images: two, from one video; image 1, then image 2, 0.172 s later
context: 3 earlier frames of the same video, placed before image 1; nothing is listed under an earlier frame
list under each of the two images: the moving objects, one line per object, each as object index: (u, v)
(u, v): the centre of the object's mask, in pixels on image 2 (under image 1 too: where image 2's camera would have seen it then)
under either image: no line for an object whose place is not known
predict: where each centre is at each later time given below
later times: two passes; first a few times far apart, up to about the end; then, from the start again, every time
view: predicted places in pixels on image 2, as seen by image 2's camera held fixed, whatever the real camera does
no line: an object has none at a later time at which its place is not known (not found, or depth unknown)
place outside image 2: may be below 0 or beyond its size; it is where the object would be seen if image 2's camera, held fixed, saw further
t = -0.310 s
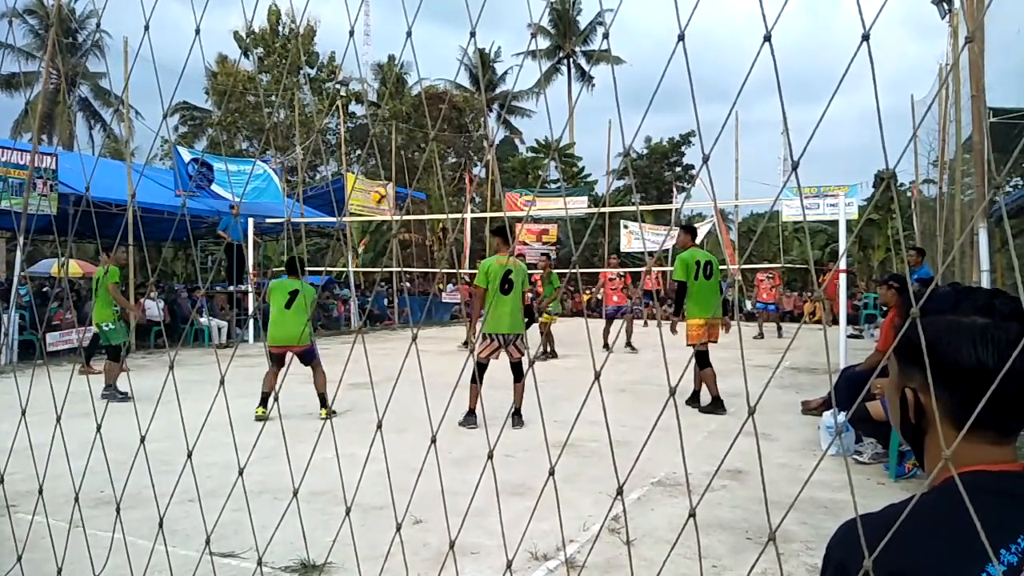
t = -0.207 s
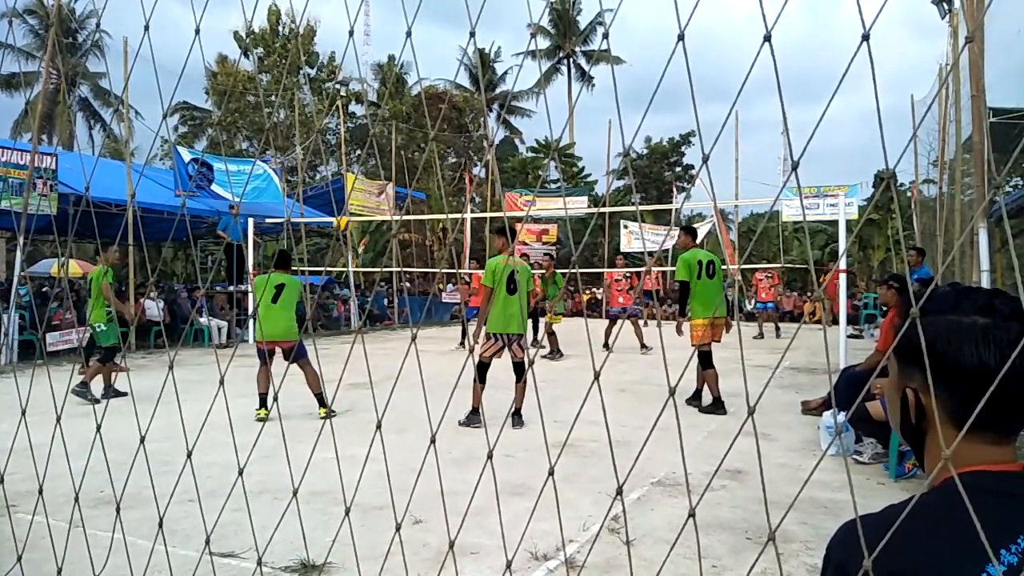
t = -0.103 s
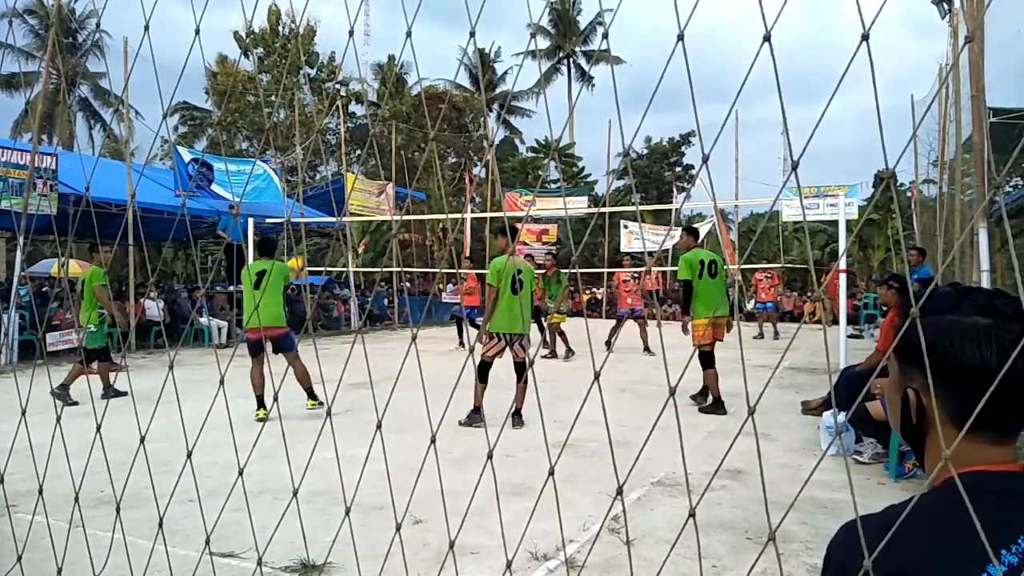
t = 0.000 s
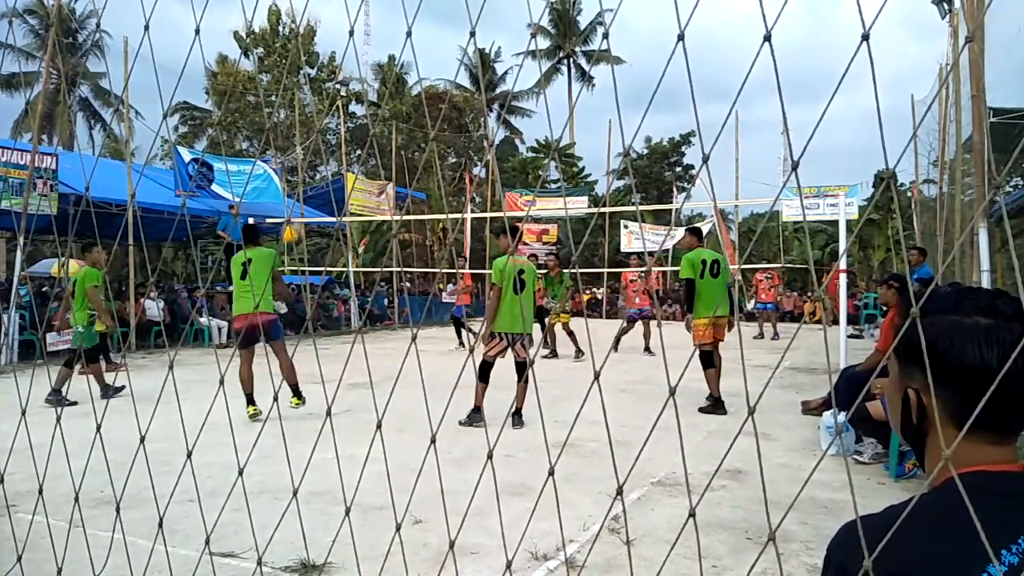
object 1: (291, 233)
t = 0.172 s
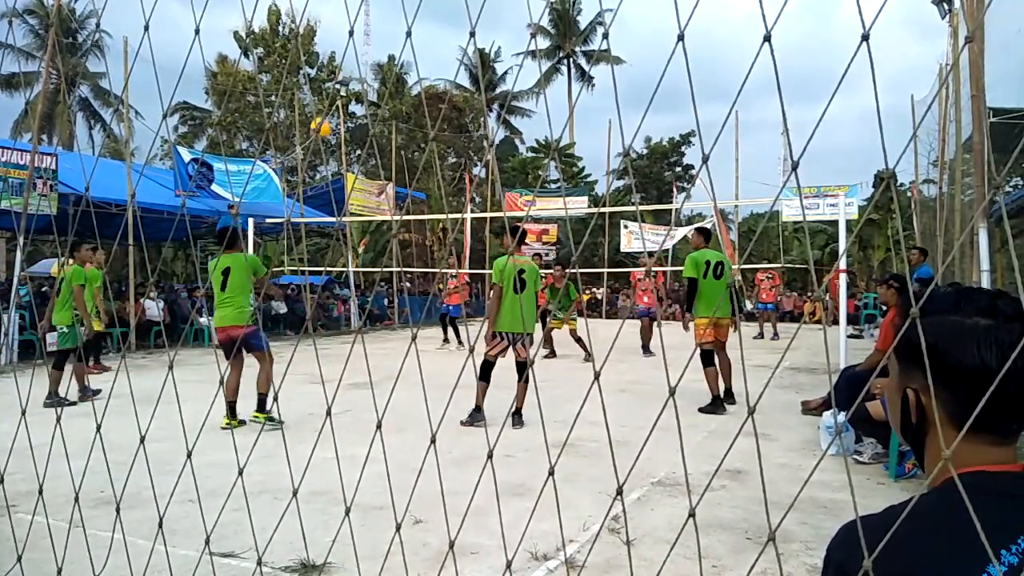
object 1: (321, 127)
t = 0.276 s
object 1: (337, 84)
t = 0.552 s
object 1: (376, 22)
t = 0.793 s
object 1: (407, 23)
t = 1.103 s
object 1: (442, 88)
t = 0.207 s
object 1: (326, 112)
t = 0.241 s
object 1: (331, 97)
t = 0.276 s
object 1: (337, 84)
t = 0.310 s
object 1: (341, 70)
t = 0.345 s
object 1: (349, 62)
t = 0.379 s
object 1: (353, 52)
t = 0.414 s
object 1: (358, 43)
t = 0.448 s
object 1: (362, 36)
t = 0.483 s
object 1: (368, 31)
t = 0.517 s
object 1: (372, 25)
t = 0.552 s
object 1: (376, 22)
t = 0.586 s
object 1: (381, 19)
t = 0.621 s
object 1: (386, 17)
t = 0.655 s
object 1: (390, 17)
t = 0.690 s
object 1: (394, 17)
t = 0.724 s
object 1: (399, 18)
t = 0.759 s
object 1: (403, 20)
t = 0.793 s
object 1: (407, 23)
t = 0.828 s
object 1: (411, 28)
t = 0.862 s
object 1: (416, 32)
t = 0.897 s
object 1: (419, 38)
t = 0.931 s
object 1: (423, 45)
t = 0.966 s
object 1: (427, 52)
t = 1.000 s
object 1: (431, 60)
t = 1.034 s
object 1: (435, 69)
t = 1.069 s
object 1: (438, 77)
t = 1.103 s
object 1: (442, 88)
